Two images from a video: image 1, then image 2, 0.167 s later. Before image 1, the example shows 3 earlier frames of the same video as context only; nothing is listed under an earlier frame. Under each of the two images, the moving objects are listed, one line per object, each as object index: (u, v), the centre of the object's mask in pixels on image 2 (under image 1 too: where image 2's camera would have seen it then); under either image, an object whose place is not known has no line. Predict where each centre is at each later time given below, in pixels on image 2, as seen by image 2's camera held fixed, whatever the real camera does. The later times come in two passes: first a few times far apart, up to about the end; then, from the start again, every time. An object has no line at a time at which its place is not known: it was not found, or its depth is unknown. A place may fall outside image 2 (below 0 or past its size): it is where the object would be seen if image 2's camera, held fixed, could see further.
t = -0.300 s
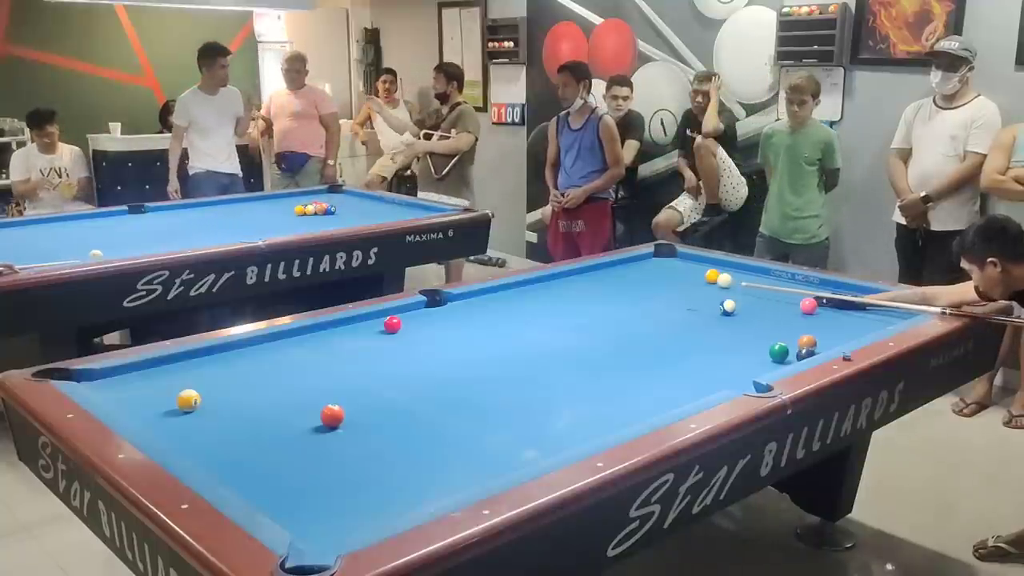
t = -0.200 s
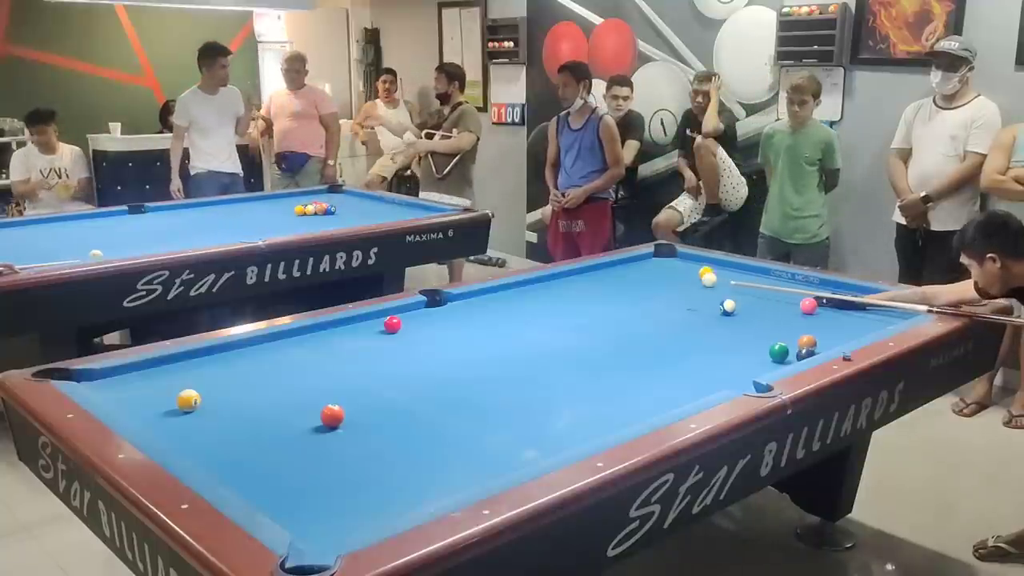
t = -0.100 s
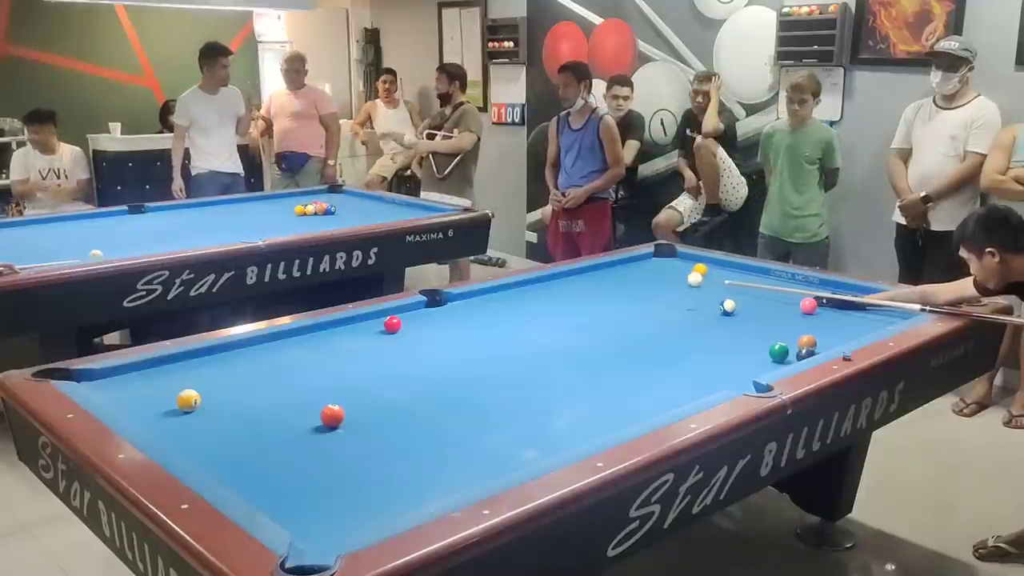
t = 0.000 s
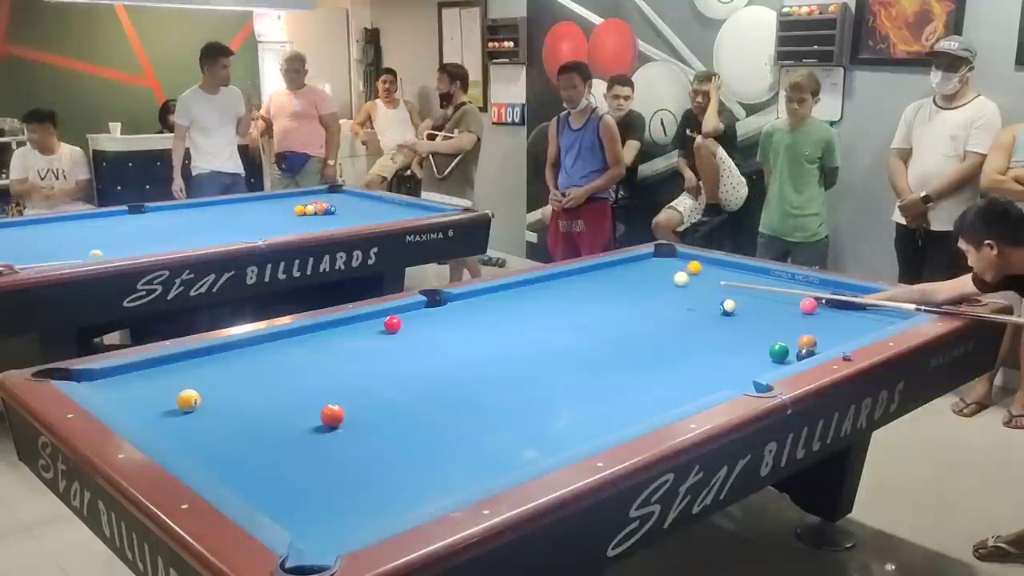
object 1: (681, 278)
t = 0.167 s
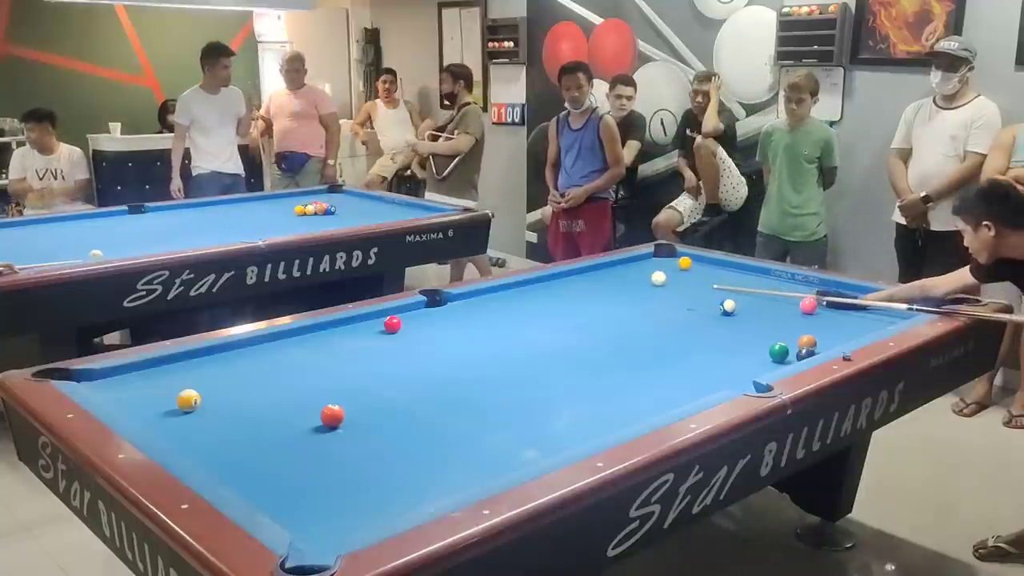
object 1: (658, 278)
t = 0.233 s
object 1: (650, 278)
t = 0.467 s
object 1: (620, 277)
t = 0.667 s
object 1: (596, 276)
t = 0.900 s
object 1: (569, 276)
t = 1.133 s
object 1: (556, 277)
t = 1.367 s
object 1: (554, 281)
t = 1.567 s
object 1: (553, 284)
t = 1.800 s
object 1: (552, 287)
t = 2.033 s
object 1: (551, 290)
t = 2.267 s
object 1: (550, 293)
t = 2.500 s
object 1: (549, 296)
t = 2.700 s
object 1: (548, 298)
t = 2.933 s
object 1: (548, 300)
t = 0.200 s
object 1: (654, 278)
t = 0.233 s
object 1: (650, 278)
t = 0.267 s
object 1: (646, 278)
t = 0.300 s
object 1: (641, 278)
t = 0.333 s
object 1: (637, 278)
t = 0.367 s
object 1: (633, 277)
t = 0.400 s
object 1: (628, 277)
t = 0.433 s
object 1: (624, 277)
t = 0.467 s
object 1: (620, 277)
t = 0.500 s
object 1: (616, 277)
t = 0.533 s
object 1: (612, 277)
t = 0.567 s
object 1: (608, 277)
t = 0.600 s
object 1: (604, 276)
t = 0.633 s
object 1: (600, 277)
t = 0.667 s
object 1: (596, 276)
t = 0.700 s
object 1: (592, 276)
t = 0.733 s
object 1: (588, 276)
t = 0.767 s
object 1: (584, 276)
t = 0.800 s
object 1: (580, 276)
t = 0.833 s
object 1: (576, 276)
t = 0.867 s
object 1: (573, 276)
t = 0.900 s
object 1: (569, 276)
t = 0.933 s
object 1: (565, 276)
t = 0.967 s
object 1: (561, 276)
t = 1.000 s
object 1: (558, 276)
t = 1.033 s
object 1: (557, 276)
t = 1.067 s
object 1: (556, 276)
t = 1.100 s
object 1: (556, 277)
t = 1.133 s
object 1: (556, 277)
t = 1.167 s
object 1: (556, 278)
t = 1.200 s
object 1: (555, 279)
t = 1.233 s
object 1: (555, 279)
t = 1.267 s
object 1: (555, 279)
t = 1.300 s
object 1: (555, 280)
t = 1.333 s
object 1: (555, 280)
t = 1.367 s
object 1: (554, 281)
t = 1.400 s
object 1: (554, 282)
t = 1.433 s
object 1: (554, 282)
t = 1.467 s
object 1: (554, 282)
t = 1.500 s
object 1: (553, 283)
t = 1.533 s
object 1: (553, 283)
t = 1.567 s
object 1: (553, 284)
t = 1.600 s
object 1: (553, 285)
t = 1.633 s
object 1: (553, 285)
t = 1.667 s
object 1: (553, 285)
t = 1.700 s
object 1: (552, 286)
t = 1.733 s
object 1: (552, 286)
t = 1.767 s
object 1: (552, 287)
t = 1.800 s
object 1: (552, 287)
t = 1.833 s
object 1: (552, 288)
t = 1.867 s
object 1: (552, 288)
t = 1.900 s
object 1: (551, 289)
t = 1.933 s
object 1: (551, 289)
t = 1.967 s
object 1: (551, 289)
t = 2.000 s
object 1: (551, 290)
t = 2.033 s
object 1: (551, 290)
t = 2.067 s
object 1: (551, 291)
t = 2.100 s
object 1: (551, 291)
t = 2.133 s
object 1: (550, 292)
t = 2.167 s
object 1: (550, 292)
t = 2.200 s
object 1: (550, 292)
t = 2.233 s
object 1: (550, 293)
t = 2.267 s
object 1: (550, 293)
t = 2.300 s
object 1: (550, 294)
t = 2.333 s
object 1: (550, 294)
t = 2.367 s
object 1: (549, 294)
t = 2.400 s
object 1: (549, 295)
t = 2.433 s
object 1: (549, 295)
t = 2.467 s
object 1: (549, 295)
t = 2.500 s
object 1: (549, 296)
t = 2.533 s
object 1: (549, 296)
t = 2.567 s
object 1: (549, 296)
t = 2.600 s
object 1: (549, 297)
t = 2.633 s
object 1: (549, 297)
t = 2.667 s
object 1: (548, 297)
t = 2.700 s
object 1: (548, 298)
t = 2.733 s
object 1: (548, 298)
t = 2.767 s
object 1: (548, 298)
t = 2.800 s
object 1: (548, 299)
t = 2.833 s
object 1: (548, 299)
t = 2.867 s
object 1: (548, 299)
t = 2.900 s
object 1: (548, 300)
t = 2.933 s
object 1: (548, 300)
